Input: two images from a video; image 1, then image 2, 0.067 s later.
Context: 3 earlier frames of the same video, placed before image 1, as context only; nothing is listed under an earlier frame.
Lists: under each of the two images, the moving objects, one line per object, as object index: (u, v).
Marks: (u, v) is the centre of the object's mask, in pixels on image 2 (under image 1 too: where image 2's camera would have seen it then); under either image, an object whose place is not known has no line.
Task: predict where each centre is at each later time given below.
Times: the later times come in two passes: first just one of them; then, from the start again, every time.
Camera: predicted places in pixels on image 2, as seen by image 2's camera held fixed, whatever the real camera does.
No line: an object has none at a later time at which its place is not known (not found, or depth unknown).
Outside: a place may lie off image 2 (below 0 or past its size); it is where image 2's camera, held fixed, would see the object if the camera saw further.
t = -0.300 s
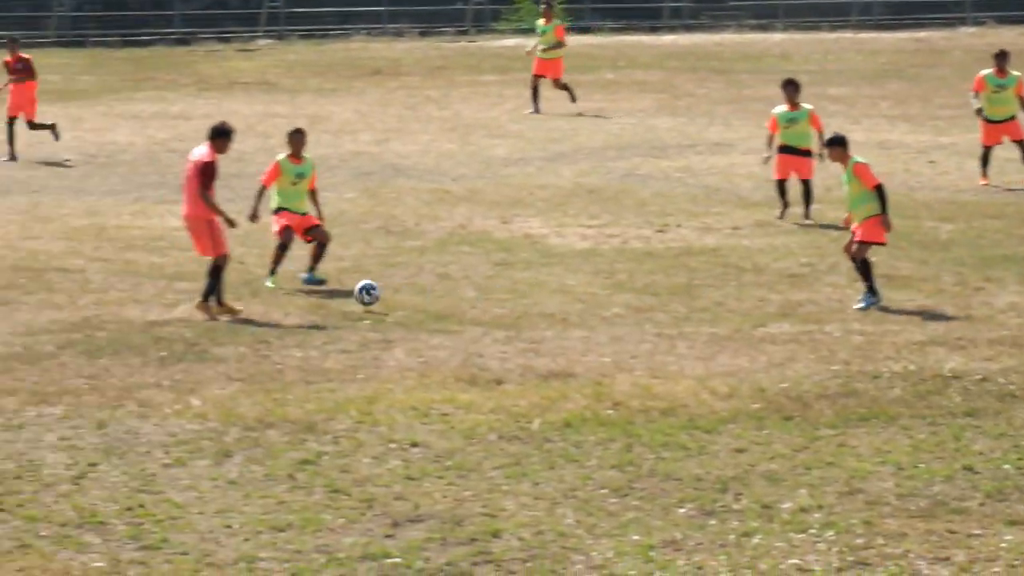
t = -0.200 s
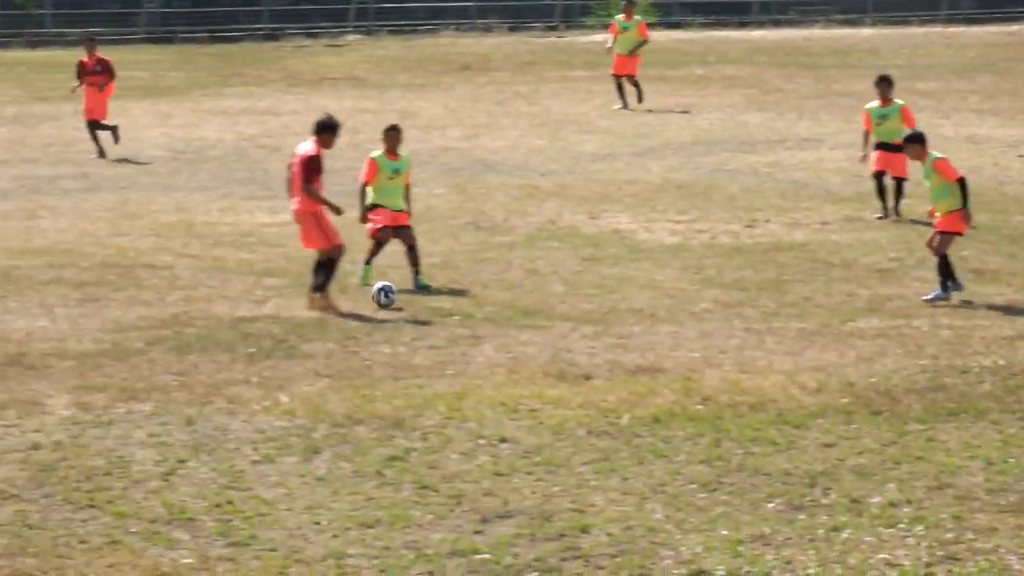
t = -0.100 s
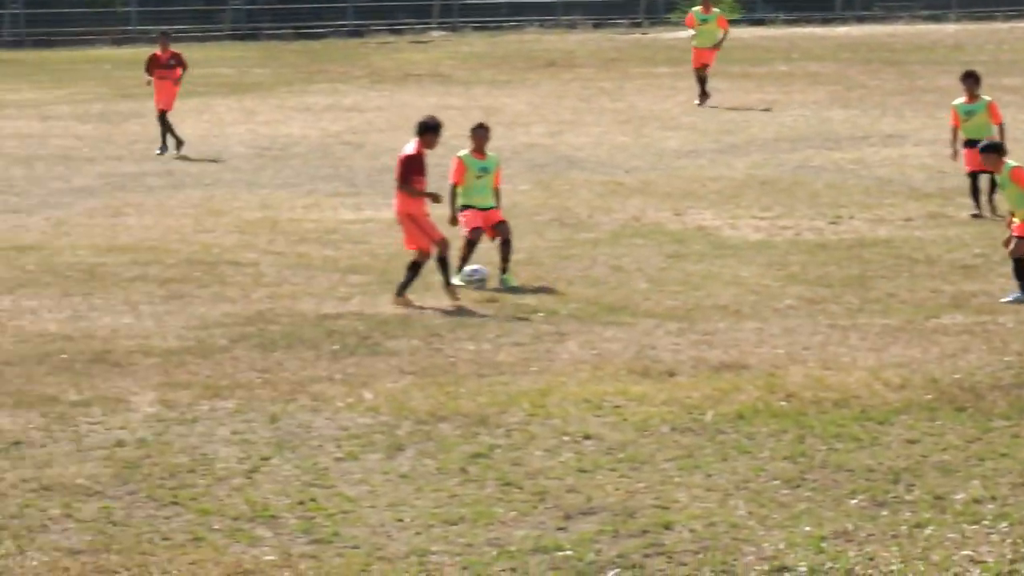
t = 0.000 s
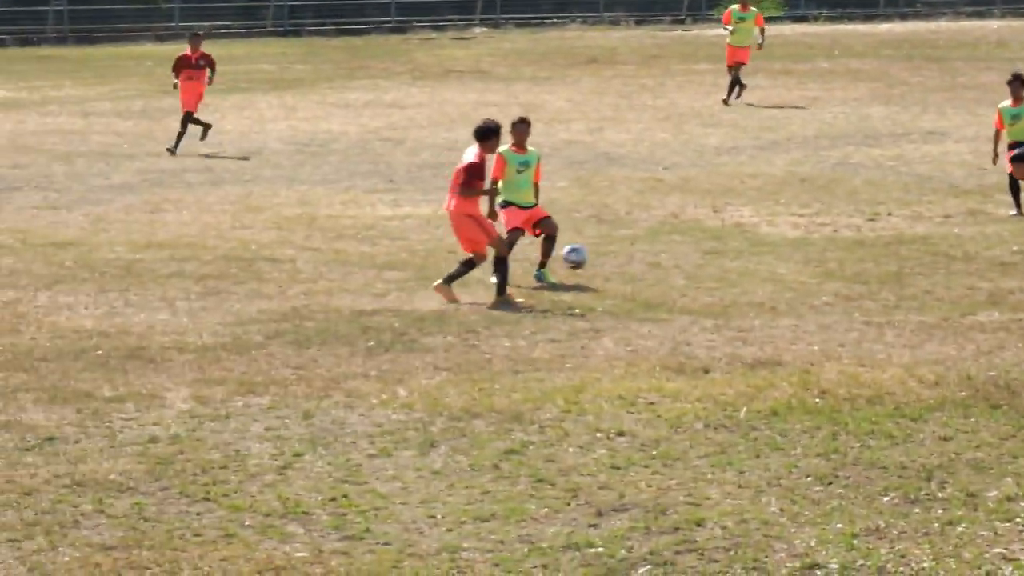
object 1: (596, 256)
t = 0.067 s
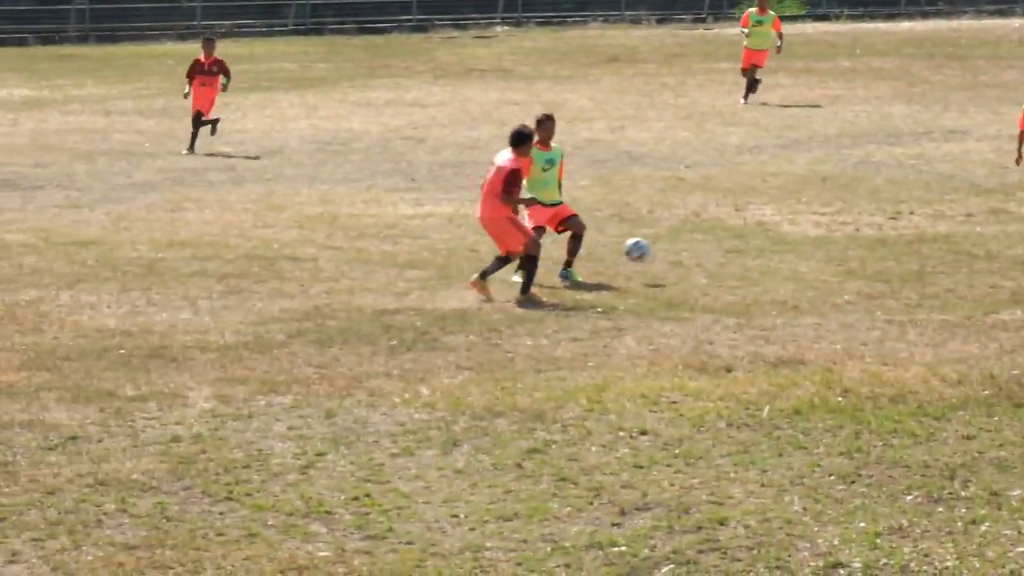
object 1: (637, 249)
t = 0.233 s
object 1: (731, 257)
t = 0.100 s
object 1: (656, 249)
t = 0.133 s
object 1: (675, 249)
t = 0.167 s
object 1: (694, 250)
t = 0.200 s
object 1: (713, 253)
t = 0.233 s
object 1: (731, 257)
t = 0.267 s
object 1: (748, 258)
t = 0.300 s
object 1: (758, 249)
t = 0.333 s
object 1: (767, 242)
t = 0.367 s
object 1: (776, 236)
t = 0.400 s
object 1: (786, 232)
